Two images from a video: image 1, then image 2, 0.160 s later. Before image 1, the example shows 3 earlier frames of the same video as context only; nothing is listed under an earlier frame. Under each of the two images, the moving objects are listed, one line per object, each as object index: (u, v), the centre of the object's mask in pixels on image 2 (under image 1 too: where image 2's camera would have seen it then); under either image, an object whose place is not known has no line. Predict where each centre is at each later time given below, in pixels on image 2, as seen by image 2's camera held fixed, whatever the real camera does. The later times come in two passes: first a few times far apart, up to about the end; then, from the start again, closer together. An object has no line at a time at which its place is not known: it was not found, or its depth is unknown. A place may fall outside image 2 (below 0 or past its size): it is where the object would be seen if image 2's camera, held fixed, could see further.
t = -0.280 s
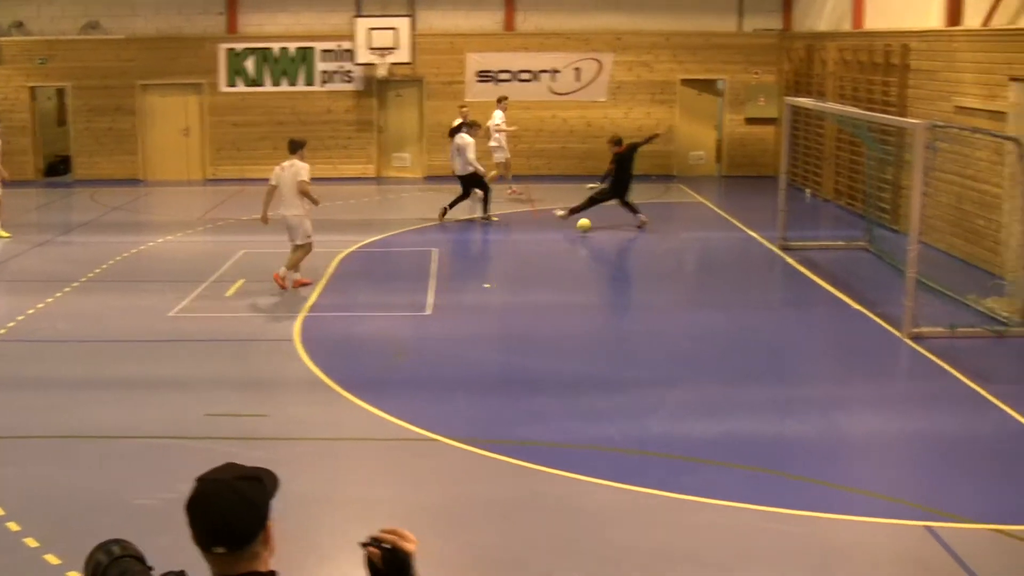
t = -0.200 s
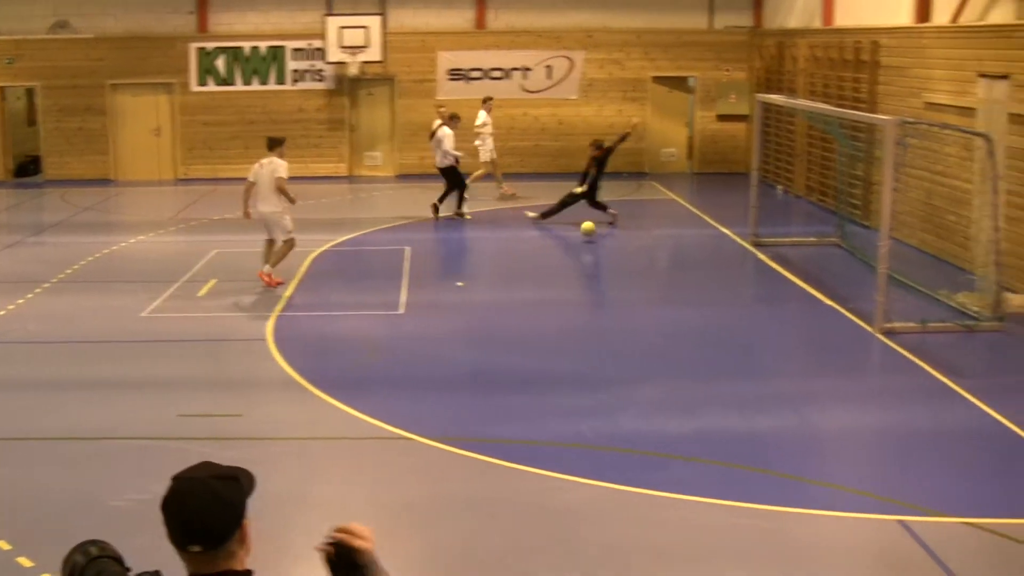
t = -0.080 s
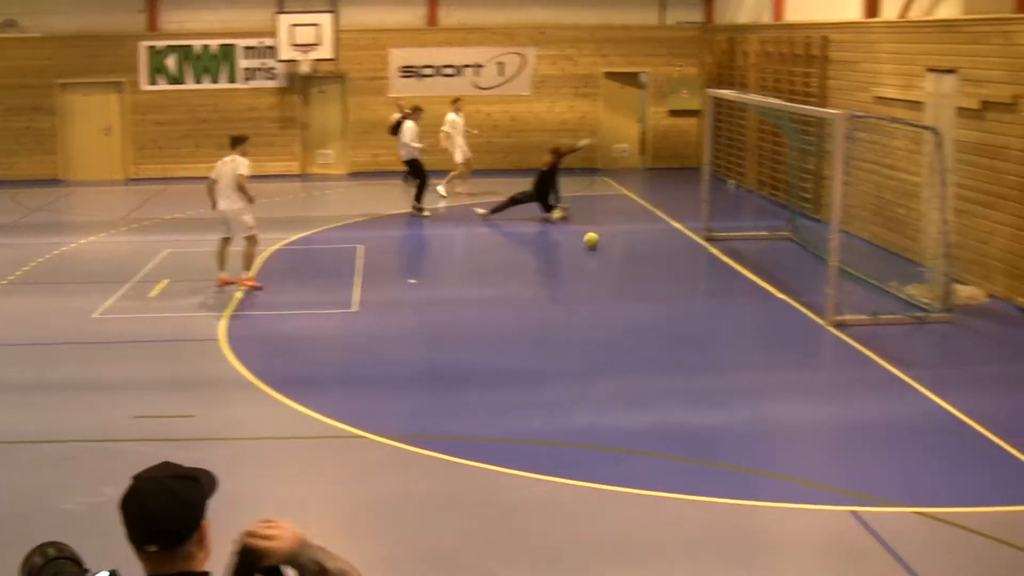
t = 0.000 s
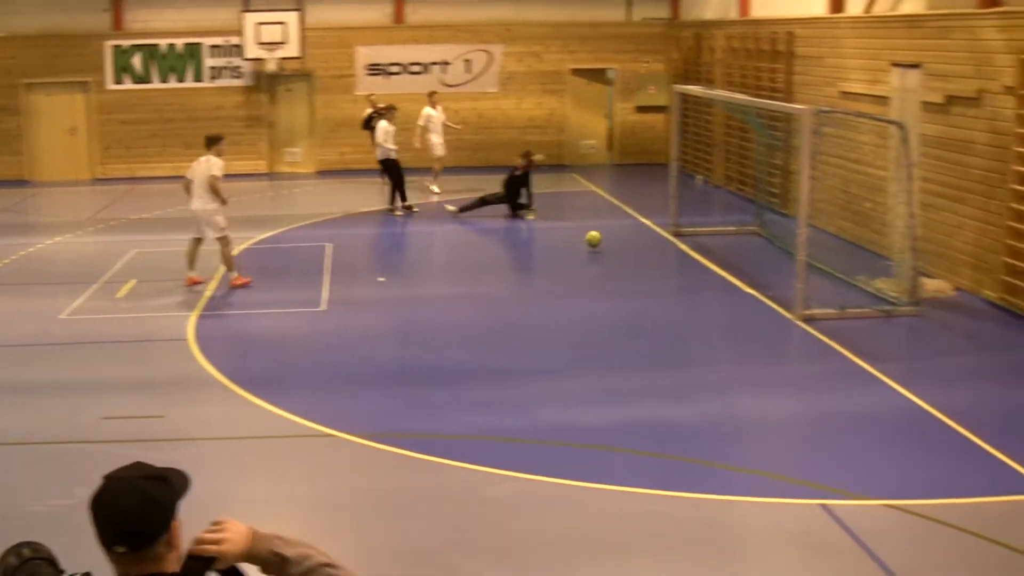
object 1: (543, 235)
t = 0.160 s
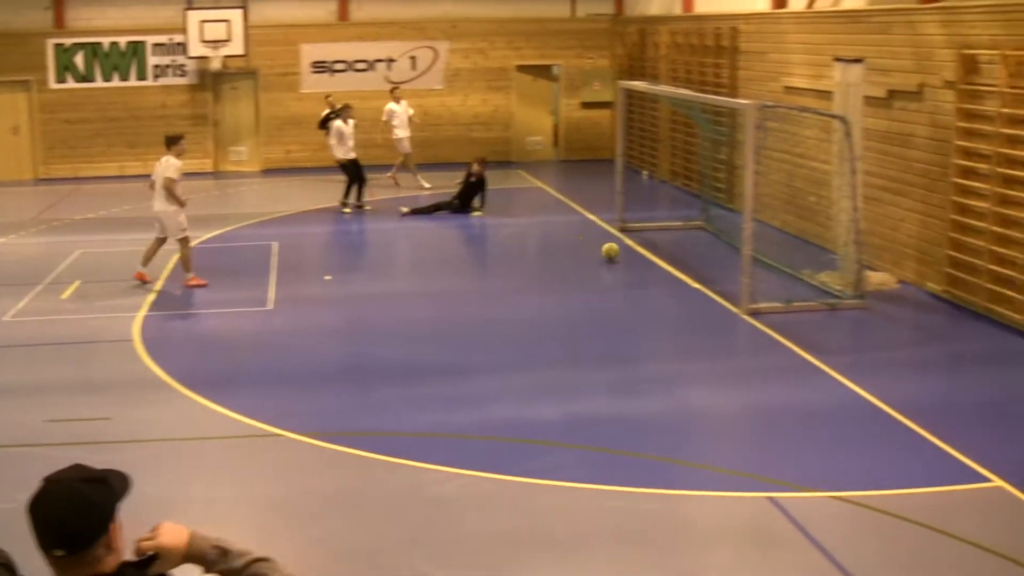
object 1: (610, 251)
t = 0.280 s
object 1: (661, 259)
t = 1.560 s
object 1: (630, 235)
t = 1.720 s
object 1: (614, 226)
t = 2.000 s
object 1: (586, 251)
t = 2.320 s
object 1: (568, 234)
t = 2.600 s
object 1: (553, 238)
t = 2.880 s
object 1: (535, 245)
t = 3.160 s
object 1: (520, 248)
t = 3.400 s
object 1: (506, 246)
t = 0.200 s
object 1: (625, 252)
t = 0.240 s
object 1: (643, 254)
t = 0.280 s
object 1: (661, 259)
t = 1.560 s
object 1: (630, 235)
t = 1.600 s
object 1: (626, 231)
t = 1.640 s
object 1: (622, 227)
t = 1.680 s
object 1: (618, 226)
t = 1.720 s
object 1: (614, 226)
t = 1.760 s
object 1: (609, 226)
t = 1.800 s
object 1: (605, 228)
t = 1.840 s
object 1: (600, 231)
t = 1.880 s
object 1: (597, 236)
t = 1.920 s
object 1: (593, 241)
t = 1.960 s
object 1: (589, 248)
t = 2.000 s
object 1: (586, 251)
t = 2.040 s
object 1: (583, 245)
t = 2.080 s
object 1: (581, 239)
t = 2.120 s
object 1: (579, 235)
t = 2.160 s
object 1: (576, 232)
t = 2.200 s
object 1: (575, 231)
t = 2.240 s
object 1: (573, 231)
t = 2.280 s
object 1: (571, 232)
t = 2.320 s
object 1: (568, 234)
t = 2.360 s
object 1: (566, 237)
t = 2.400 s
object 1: (565, 242)
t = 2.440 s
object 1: (562, 247)
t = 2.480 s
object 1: (560, 250)
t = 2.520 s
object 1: (557, 244)
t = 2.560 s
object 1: (554, 241)
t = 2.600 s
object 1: (553, 238)
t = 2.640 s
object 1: (550, 237)
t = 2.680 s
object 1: (547, 237)
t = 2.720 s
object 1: (545, 238)
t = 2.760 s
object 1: (543, 240)
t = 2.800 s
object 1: (540, 244)
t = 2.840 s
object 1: (537, 250)
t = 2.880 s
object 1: (535, 245)
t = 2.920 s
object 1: (532, 242)
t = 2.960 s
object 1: (530, 240)
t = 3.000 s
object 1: (528, 240)
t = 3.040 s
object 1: (526, 240)
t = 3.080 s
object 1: (524, 241)
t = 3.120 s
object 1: (522, 244)
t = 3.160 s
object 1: (520, 248)
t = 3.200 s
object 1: (518, 244)
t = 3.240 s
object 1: (515, 243)
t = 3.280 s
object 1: (513, 242)
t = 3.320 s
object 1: (510, 242)
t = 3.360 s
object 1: (508, 244)
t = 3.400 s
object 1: (506, 246)
